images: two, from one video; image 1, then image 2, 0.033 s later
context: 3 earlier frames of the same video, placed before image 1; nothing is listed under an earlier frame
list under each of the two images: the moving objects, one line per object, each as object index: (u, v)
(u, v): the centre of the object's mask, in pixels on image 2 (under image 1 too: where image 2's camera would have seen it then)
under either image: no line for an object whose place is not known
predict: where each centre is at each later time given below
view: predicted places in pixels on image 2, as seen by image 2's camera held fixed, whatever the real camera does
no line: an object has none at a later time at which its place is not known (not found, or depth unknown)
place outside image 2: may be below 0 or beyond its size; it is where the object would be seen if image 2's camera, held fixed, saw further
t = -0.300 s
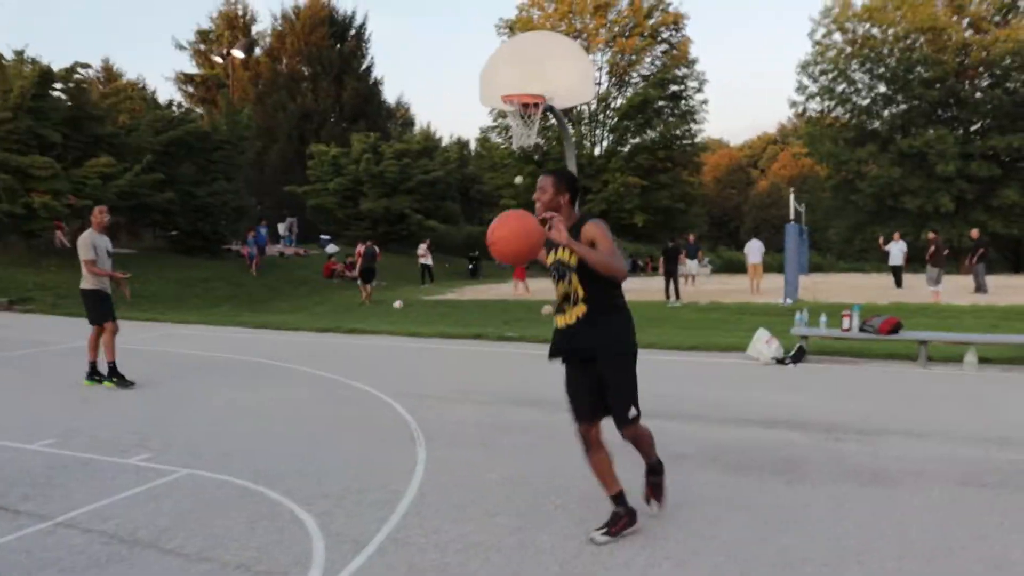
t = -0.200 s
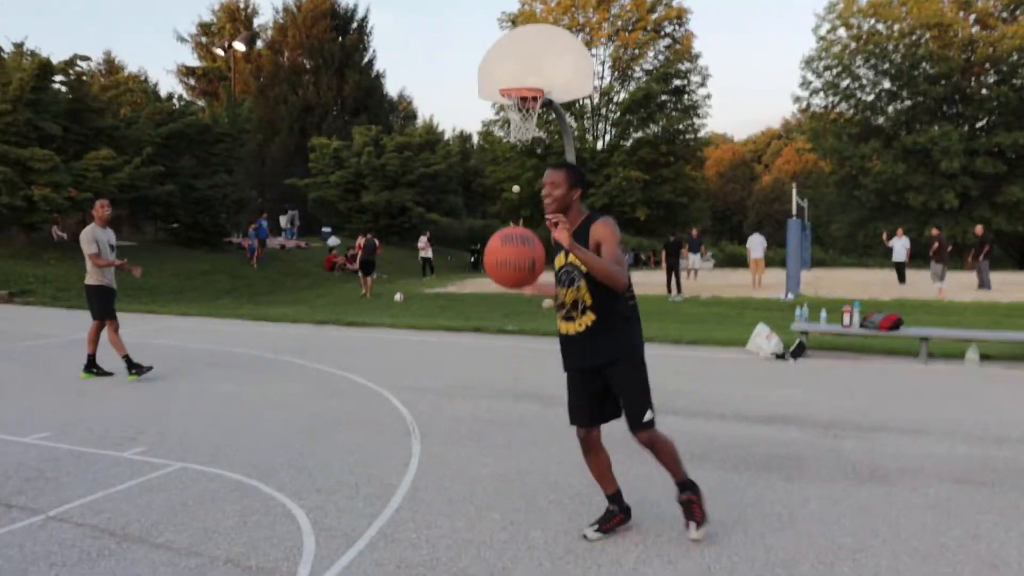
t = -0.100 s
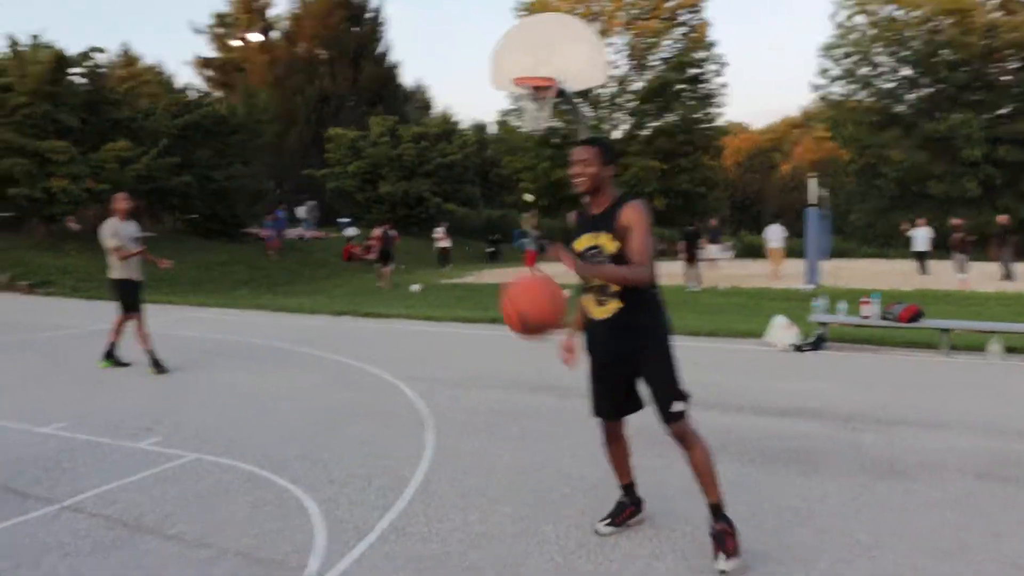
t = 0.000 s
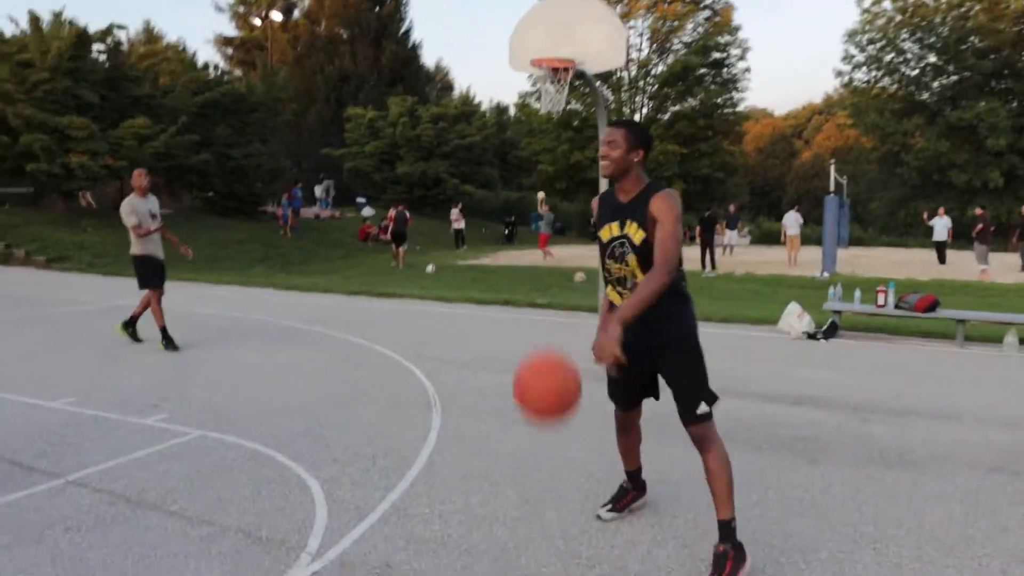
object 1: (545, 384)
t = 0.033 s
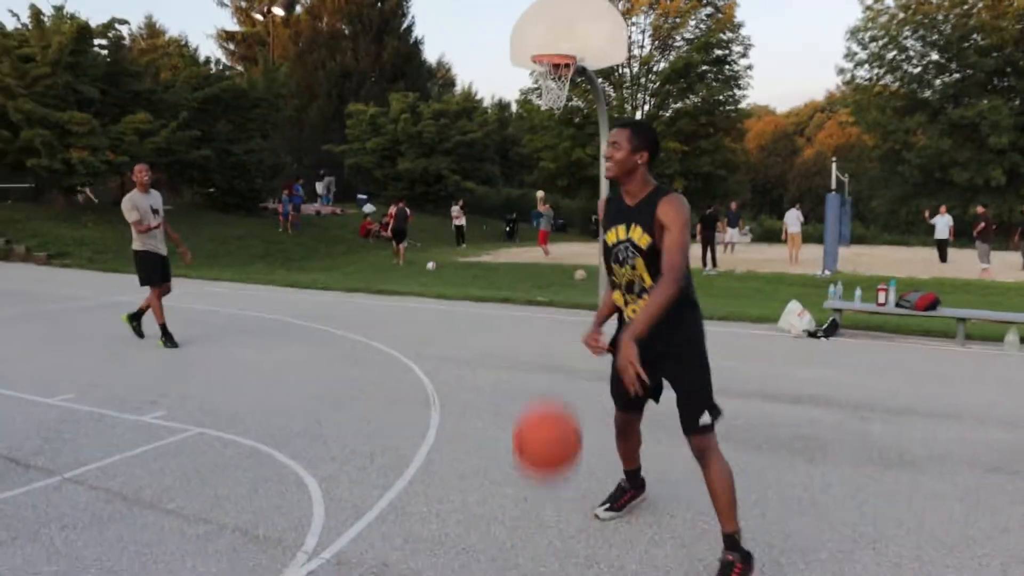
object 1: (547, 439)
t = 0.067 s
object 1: (549, 501)
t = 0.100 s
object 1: (549, 536)
